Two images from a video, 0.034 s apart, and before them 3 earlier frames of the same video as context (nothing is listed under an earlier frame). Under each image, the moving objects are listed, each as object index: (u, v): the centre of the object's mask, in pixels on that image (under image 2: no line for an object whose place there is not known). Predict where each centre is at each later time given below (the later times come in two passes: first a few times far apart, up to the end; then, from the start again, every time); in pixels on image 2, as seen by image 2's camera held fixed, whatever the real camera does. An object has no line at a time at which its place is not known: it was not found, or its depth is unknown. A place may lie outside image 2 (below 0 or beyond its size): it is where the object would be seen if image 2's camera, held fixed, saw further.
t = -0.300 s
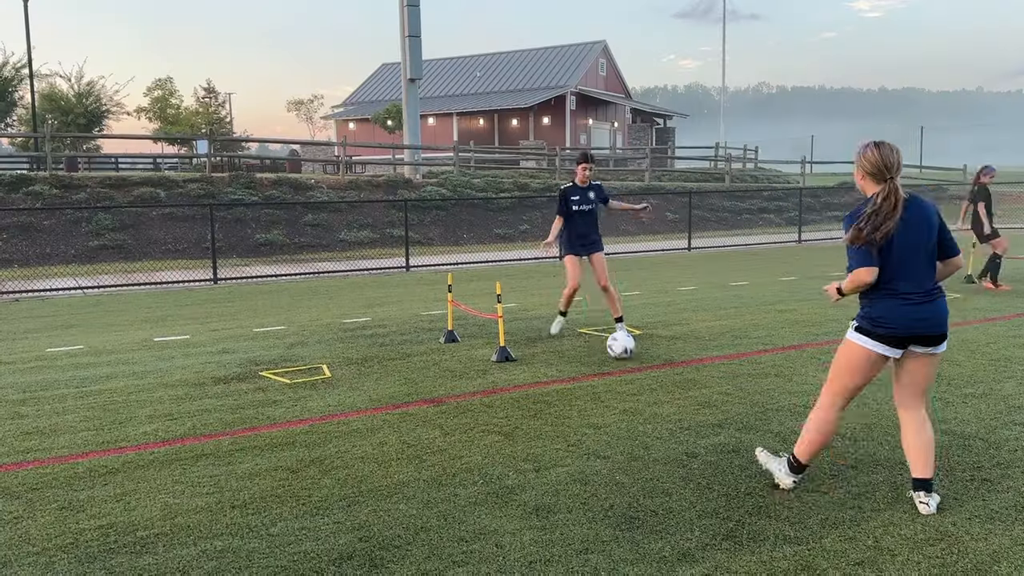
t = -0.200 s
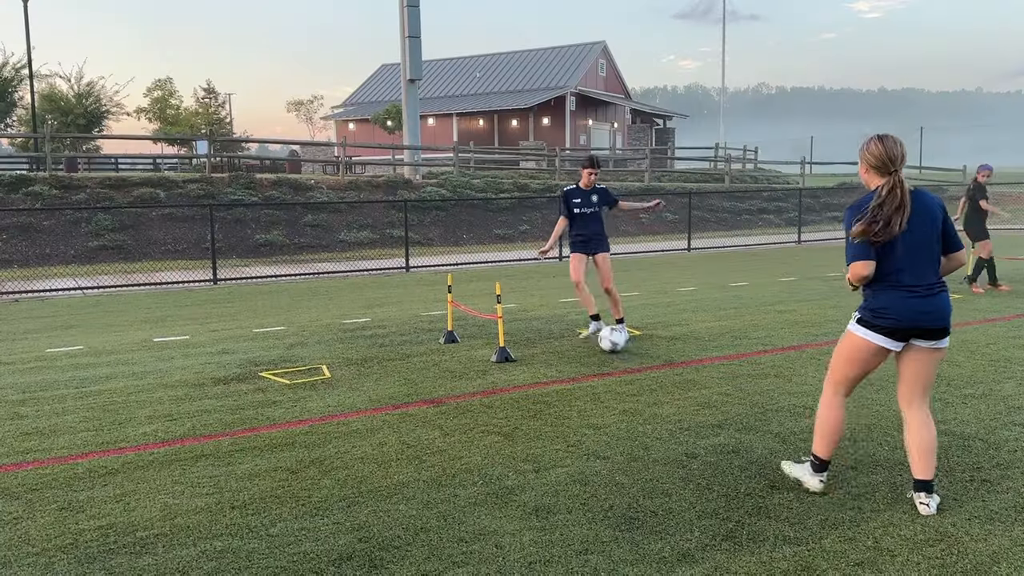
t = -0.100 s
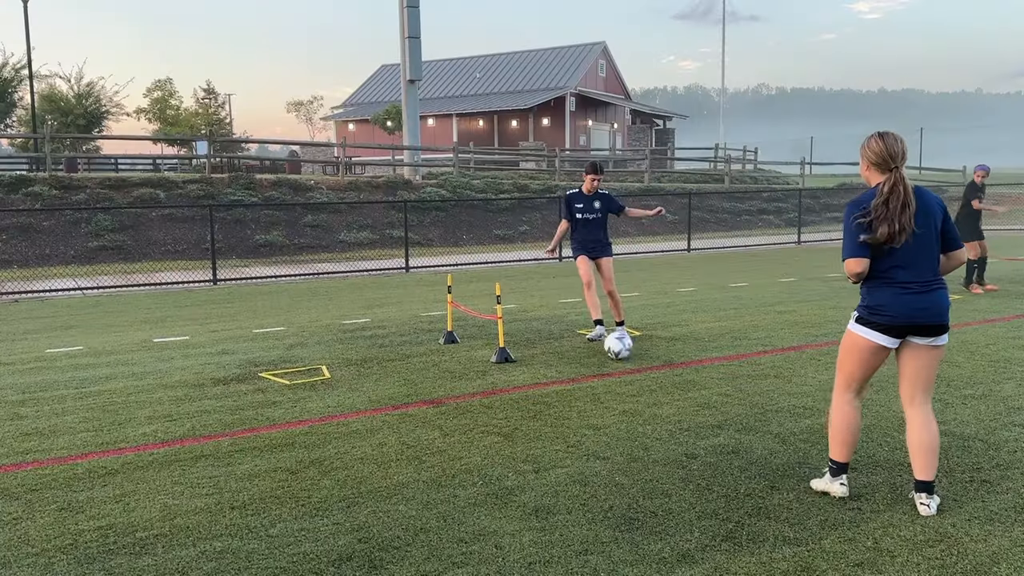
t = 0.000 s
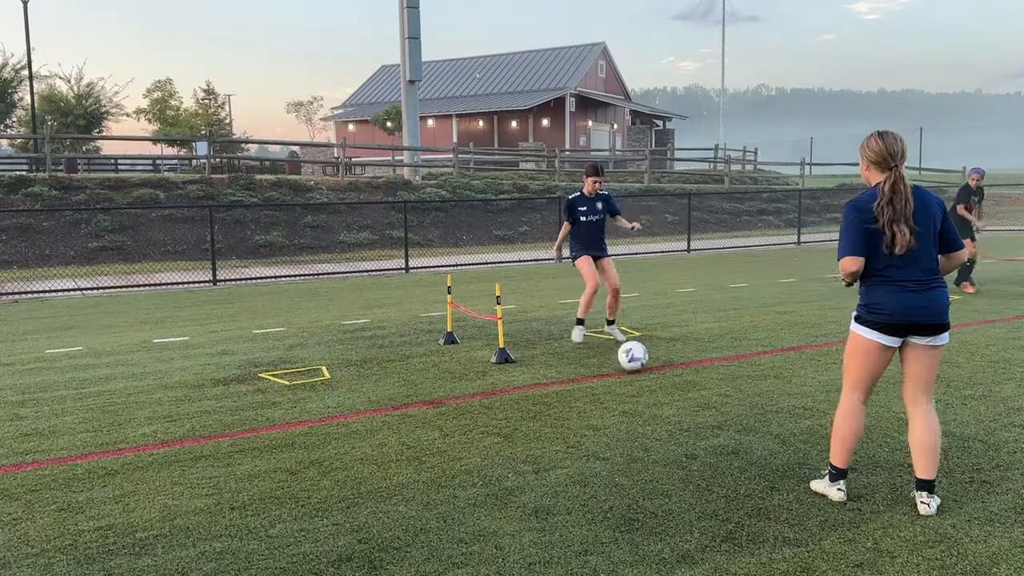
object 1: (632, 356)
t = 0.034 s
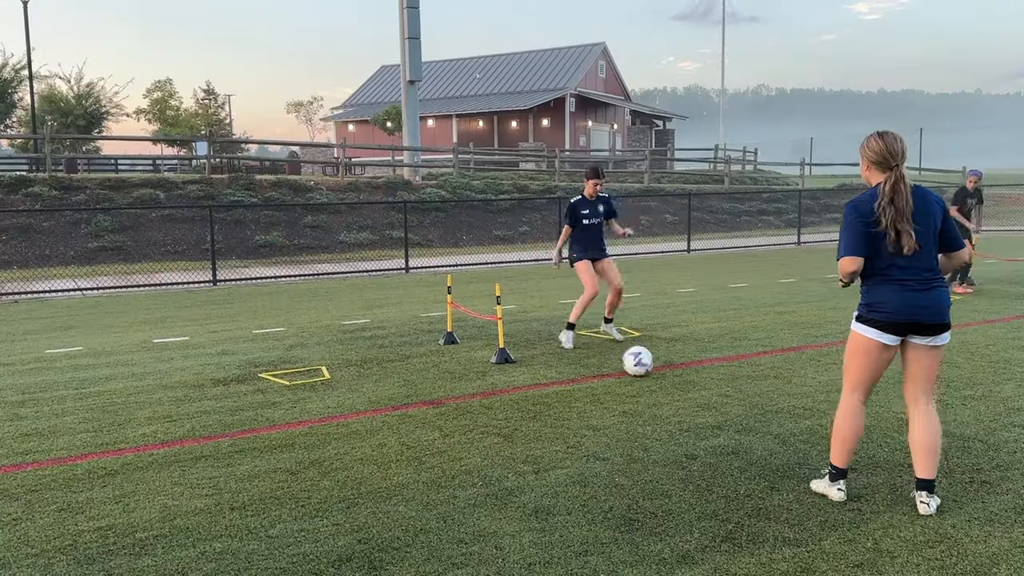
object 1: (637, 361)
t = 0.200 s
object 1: (666, 380)
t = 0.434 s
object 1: (710, 404)
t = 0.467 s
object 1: (717, 407)
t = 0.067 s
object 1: (643, 364)
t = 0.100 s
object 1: (649, 368)
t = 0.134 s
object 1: (654, 373)
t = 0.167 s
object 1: (659, 375)
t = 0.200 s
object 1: (666, 380)
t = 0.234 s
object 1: (672, 384)
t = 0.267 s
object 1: (678, 386)
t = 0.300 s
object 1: (684, 391)
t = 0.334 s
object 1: (690, 394)
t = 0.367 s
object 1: (696, 397)
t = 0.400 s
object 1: (703, 401)
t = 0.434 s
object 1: (710, 404)
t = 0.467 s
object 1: (717, 407)
